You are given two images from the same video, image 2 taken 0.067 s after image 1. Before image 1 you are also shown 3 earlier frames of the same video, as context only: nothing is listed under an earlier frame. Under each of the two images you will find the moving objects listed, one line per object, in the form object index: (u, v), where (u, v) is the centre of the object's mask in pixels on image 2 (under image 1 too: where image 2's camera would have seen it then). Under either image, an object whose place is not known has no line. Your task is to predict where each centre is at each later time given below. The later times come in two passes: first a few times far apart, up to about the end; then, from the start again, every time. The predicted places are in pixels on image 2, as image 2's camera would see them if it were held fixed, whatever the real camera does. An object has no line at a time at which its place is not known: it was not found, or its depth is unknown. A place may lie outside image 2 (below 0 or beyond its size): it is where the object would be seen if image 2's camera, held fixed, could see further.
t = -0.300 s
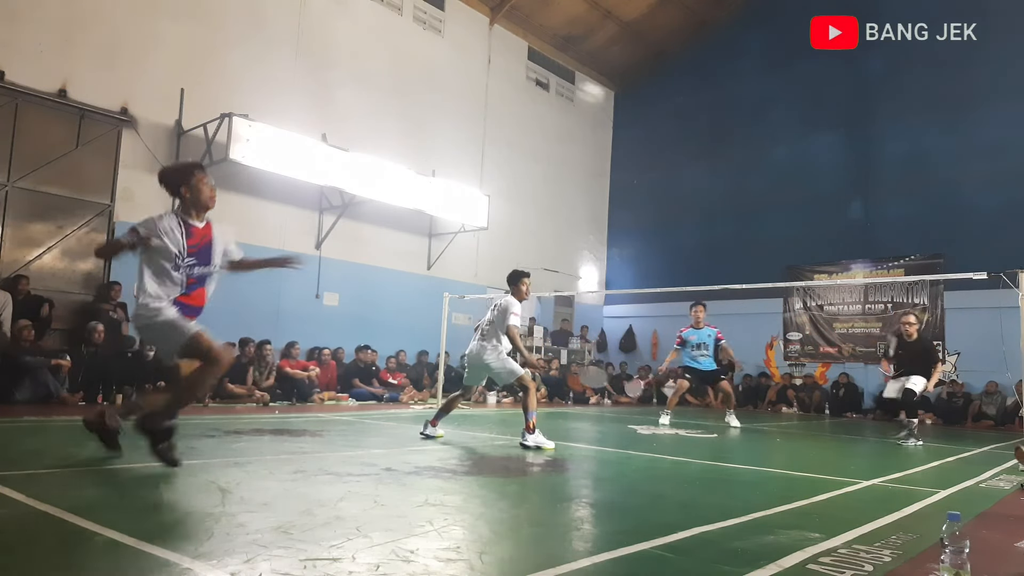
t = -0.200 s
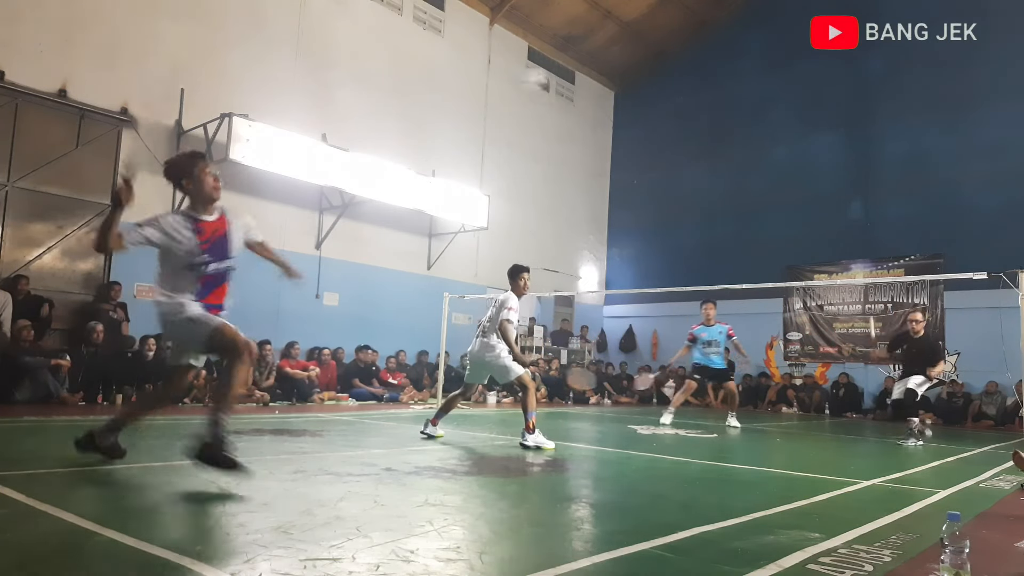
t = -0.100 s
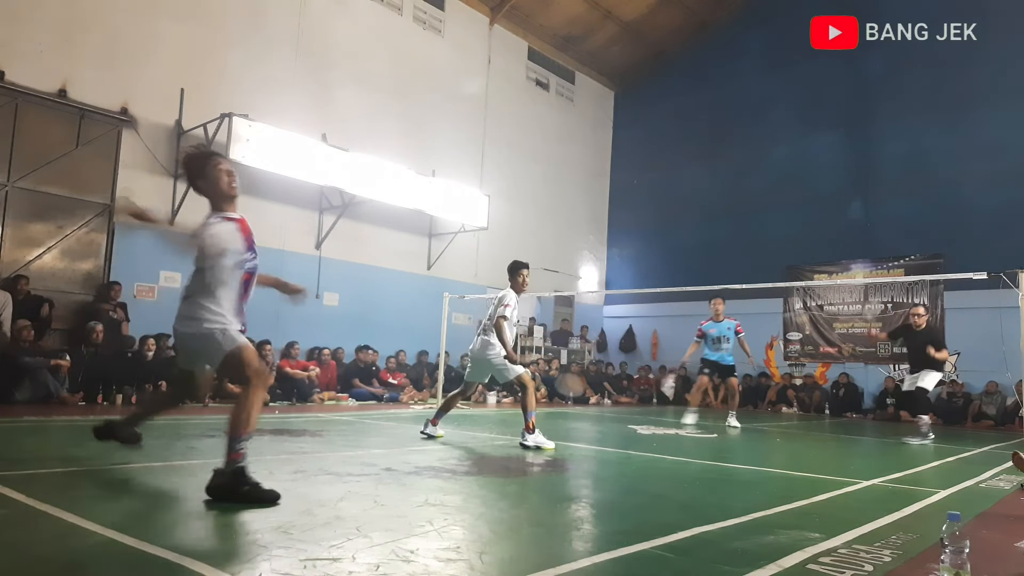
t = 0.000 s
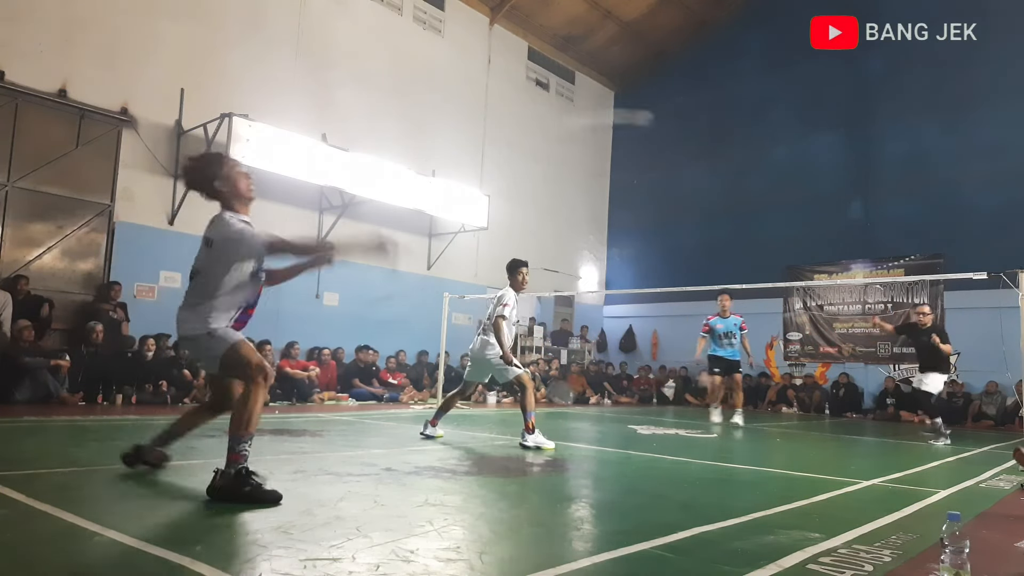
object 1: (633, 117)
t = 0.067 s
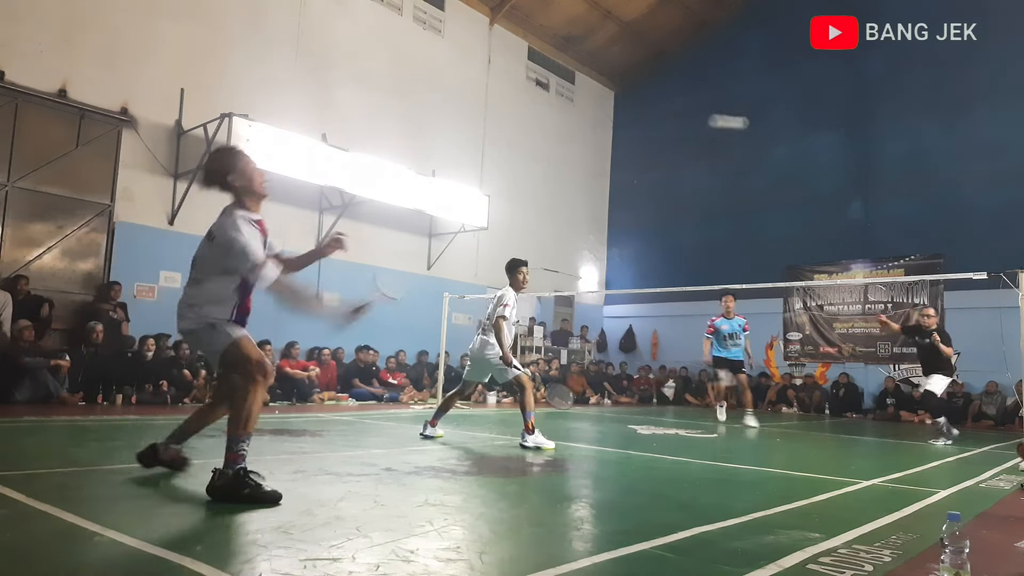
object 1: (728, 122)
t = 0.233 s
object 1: (818, 138)
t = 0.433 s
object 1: (857, 171)
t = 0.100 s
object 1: (759, 124)
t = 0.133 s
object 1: (779, 126)
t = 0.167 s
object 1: (794, 130)
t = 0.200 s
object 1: (808, 134)
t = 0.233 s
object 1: (818, 138)
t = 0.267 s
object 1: (827, 142)
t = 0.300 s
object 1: (835, 147)
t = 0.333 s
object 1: (841, 153)
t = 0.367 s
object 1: (846, 159)
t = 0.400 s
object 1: (852, 165)
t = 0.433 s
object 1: (857, 171)
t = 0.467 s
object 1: (861, 178)
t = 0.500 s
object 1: (865, 186)
